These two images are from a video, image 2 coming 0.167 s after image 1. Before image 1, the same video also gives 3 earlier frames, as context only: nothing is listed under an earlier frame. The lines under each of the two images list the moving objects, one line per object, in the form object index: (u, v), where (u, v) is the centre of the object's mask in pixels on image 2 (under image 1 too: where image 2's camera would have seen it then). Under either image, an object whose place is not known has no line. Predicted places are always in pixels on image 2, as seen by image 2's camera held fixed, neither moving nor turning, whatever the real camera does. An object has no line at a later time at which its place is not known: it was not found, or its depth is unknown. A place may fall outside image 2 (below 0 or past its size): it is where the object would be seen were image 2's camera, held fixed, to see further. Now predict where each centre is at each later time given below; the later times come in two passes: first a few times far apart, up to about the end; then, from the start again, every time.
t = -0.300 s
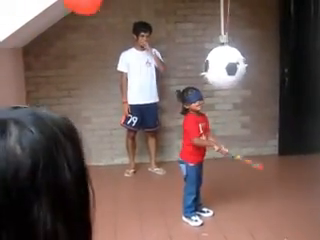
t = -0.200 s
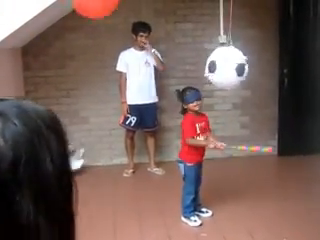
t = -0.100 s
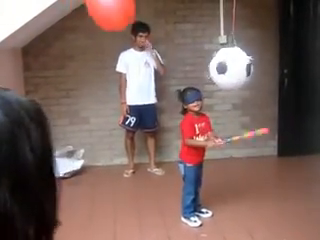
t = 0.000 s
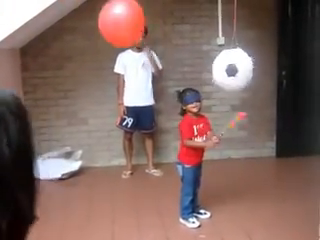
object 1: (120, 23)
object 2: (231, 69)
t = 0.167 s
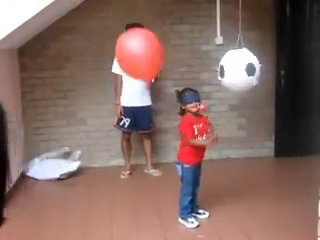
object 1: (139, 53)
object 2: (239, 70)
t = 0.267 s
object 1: (150, 79)
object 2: (244, 70)
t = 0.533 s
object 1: (163, 158)
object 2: (256, 69)
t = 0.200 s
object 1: (143, 61)
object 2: (240, 70)
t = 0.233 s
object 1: (147, 70)
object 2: (242, 70)
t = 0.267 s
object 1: (150, 79)
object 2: (244, 70)
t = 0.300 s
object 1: (153, 89)
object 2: (246, 70)
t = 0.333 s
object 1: (154, 99)
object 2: (248, 70)
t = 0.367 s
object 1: (156, 108)
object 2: (249, 70)
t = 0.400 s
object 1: (158, 117)
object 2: (251, 69)
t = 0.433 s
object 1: (159, 127)
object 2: (252, 70)
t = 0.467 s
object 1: (160, 137)
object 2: (253, 70)
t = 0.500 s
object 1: (162, 147)
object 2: (255, 69)
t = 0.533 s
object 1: (163, 158)
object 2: (256, 69)
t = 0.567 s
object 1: (163, 168)
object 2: (257, 69)
